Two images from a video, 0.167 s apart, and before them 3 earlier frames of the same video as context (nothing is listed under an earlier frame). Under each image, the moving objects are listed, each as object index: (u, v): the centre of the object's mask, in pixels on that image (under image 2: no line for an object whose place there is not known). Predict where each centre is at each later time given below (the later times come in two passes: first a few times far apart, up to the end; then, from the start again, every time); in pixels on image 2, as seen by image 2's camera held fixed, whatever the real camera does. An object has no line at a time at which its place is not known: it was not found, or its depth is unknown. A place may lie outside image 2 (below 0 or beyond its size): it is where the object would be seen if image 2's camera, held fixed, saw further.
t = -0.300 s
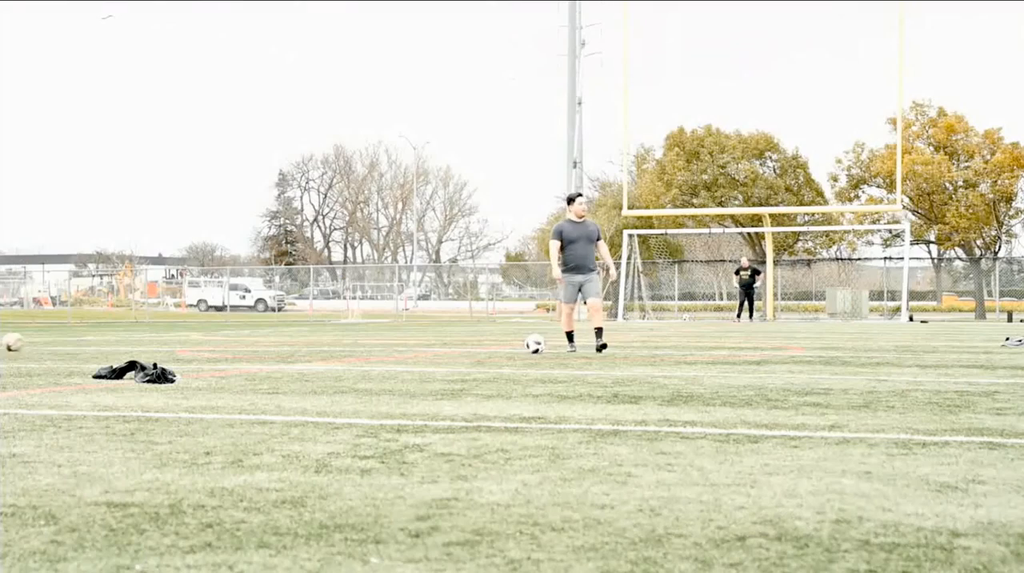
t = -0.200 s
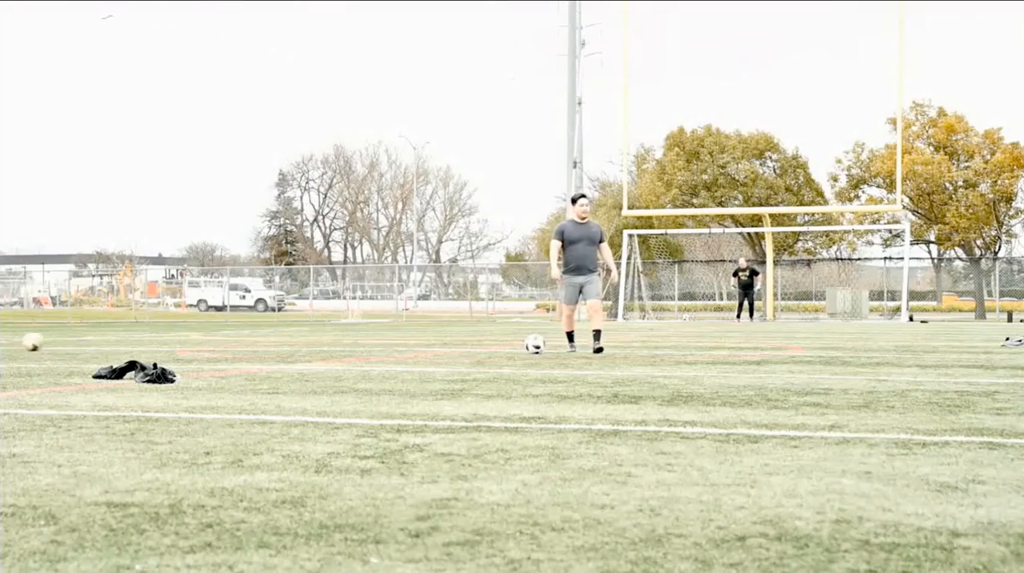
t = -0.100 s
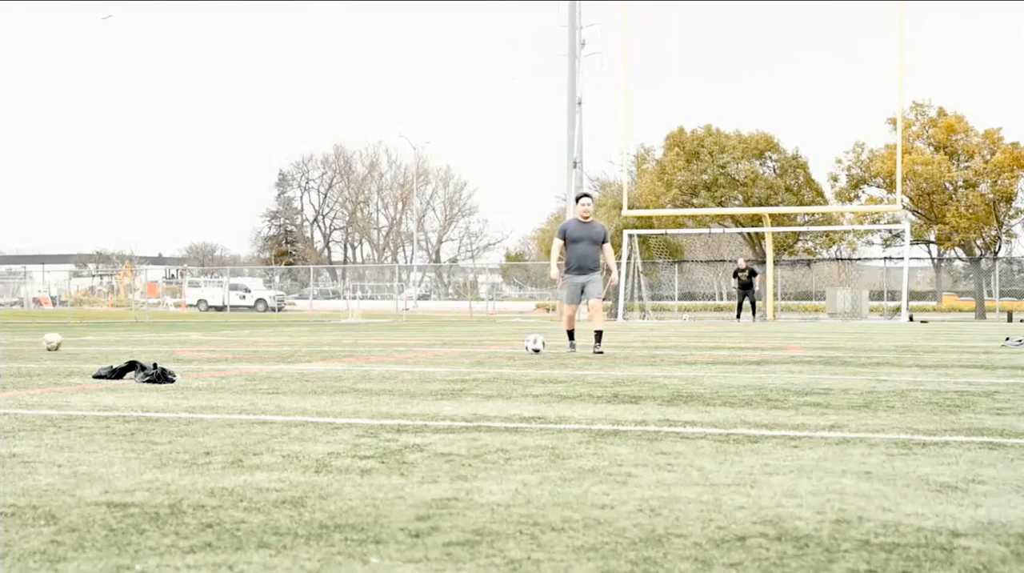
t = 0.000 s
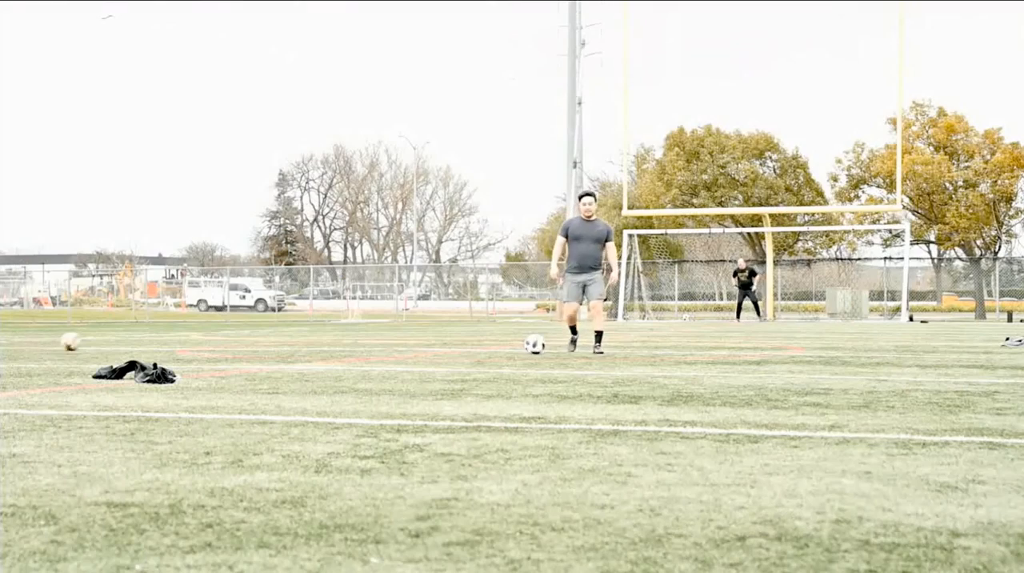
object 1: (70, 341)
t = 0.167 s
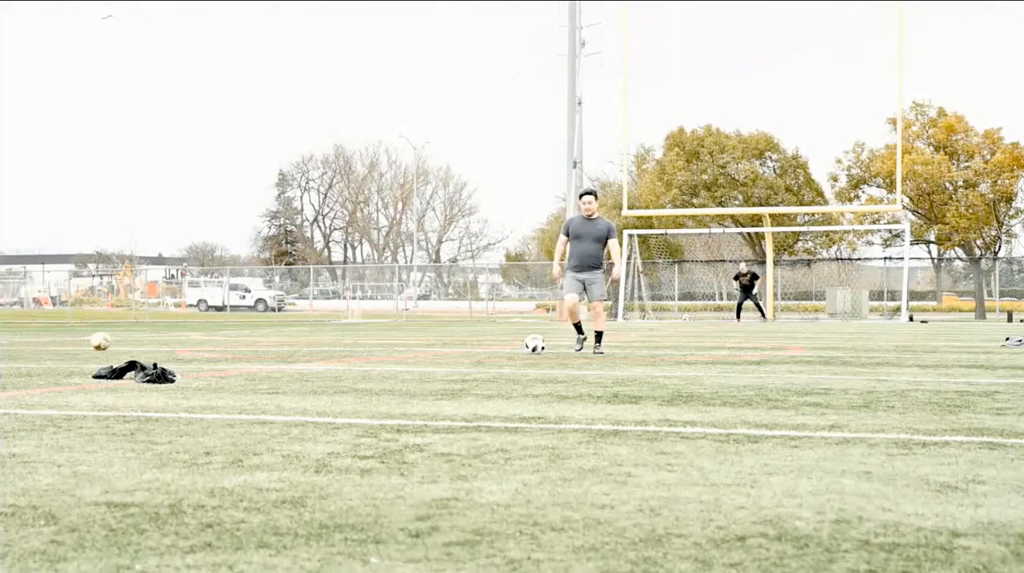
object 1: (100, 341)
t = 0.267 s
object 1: (117, 341)
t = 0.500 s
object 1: (154, 340)
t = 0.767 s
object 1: (192, 339)
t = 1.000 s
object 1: (223, 339)
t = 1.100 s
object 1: (236, 338)
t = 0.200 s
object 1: (106, 340)
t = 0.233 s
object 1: (111, 341)
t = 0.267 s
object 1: (117, 341)
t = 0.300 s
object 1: (123, 341)
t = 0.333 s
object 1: (128, 341)
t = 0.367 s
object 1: (133, 340)
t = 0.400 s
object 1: (139, 341)
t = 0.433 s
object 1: (143, 340)
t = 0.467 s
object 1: (149, 340)
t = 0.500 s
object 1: (154, 340)
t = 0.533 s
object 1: (159, 340)
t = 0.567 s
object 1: (164, 340)
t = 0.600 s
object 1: (169, 340)
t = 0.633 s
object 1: (173, 340)
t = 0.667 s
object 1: (179, 340)
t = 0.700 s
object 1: (183, 340)
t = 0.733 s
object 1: (187, 340)
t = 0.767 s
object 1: (192, 339)
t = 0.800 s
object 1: (197, 340)
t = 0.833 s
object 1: (201, 340)
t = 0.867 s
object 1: (206, 339)
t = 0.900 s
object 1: (211, 339)
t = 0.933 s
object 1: (215, 339)
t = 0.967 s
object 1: (219, 339)
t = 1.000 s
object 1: (223, 339)
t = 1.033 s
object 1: (227, 339)
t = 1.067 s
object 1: (231, 339)
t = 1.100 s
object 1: (236, 338)
